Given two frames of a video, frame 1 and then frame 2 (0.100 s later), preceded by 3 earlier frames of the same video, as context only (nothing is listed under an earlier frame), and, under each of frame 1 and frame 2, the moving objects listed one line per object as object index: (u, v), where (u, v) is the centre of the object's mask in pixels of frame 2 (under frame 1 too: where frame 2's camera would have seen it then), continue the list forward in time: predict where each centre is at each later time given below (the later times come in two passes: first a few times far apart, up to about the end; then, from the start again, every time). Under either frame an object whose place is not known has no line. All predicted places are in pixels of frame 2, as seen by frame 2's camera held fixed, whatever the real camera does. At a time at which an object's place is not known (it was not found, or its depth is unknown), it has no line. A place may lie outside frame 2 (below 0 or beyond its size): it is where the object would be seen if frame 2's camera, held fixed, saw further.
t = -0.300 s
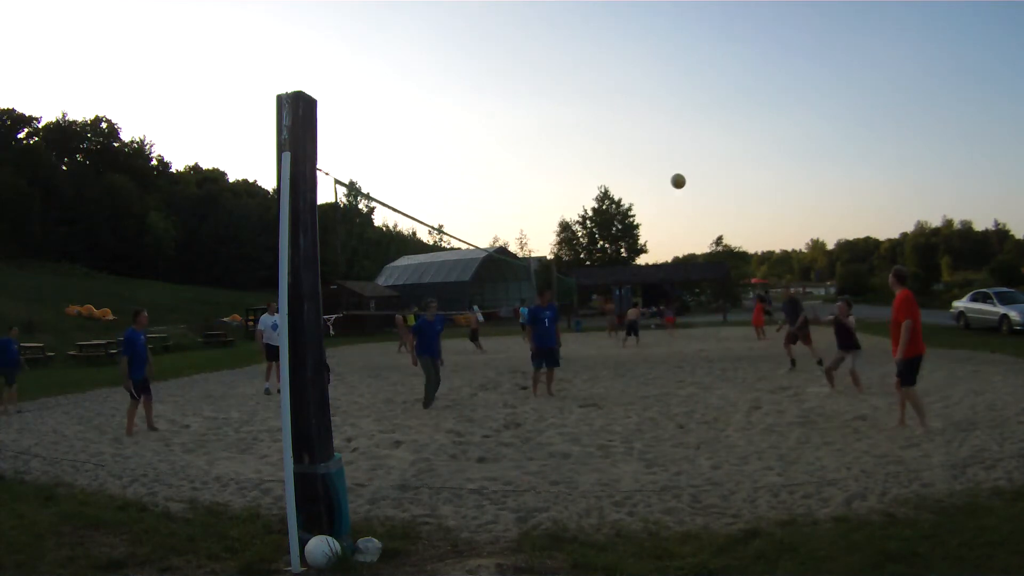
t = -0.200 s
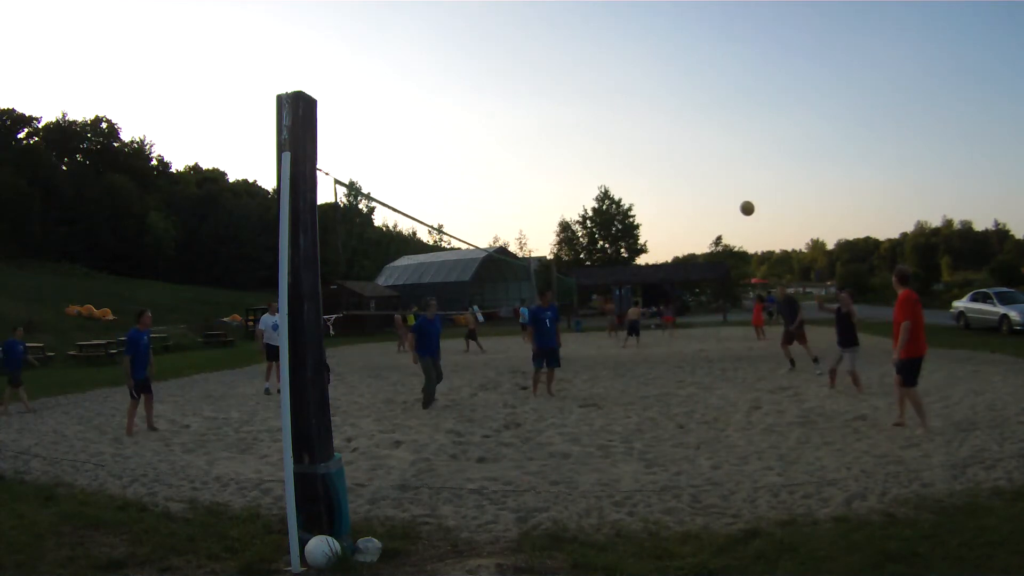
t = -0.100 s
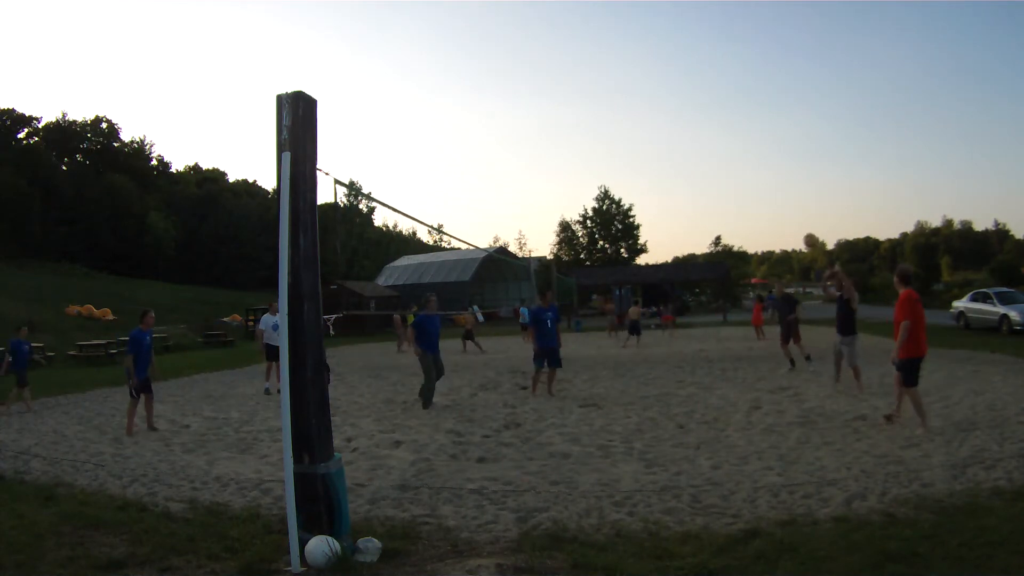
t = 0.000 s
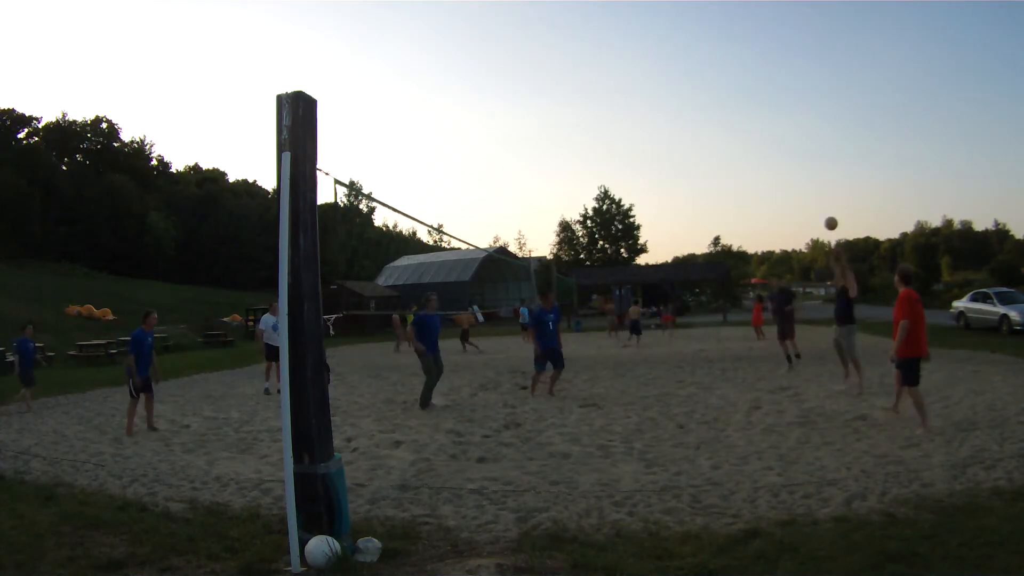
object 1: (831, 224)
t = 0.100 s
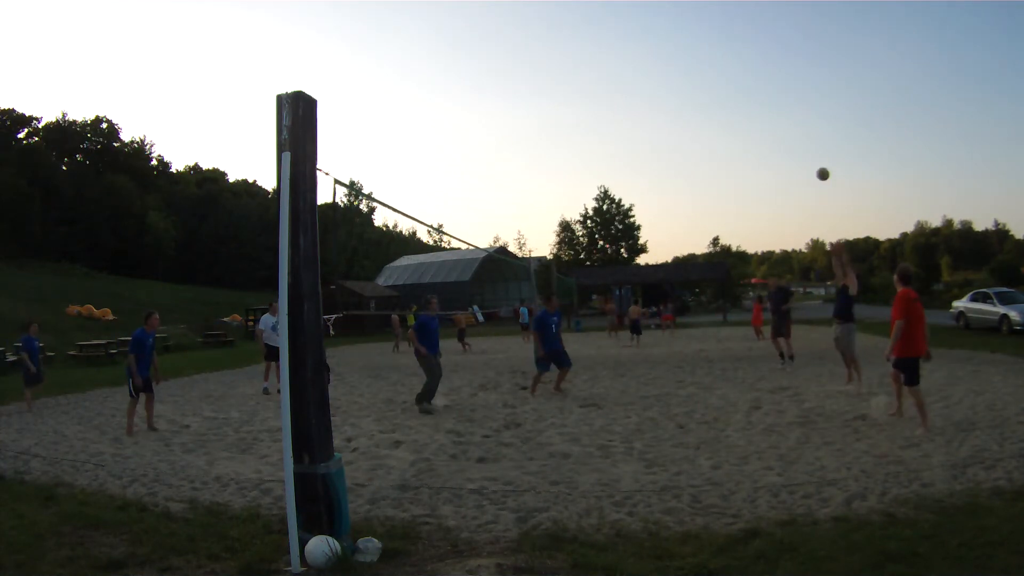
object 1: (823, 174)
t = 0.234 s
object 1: (812, 123)
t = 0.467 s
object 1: (797, 69)
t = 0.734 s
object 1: (786, 49)
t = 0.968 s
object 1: (782, 59)
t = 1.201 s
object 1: (782, 91)
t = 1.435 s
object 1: (785, 144)
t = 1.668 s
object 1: (785, 214)
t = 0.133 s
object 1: (820, 159)
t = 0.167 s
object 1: (817, 146)
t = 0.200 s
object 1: (815, 134)
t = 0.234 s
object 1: (812, 123)
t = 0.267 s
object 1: (810, 113)
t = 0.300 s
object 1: (807, 103)
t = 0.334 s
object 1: (805, 95)
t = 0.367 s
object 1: (803, 87)
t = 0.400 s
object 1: (801, 80)
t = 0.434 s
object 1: (798, 74)
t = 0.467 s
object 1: (797, 69)
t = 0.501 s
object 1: (795, 64)
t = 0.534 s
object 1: (793, 60)
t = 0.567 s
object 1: (792, 57)
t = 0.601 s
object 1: (790, 54)
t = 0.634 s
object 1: (789, 52)
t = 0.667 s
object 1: (788, 50)
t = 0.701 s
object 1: (787, 49)
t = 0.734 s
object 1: (786, 49)
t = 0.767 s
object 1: (785, 49)
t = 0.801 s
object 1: (784, 49)
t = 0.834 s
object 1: (784, 50)
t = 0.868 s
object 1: (783, 52)
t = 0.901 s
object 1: (783, 54)
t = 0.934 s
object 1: (782, 56)
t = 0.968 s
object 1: (782, 59)
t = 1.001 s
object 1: (782, 62)
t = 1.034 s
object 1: (782, 66)
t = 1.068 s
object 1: (782, 70)
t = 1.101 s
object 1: (782, 75)
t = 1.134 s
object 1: (782, 80)
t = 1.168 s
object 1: (782, 85)
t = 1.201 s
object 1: (782, 91)
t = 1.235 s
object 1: (783, 98)
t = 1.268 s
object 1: (783, 105)
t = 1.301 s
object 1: (783, 112)
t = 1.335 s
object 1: (784, 119)
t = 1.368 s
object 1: (784, 127)
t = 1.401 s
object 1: (784, 135)
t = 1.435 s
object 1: (785, 144)
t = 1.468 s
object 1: (785, 153)
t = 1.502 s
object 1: (785, 162)
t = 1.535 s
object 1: (785, 172)
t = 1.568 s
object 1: (785, 182)
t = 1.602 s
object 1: (785, 192)
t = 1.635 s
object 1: (785, 203)
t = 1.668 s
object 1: (785, 214)
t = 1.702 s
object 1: (785, 225)
